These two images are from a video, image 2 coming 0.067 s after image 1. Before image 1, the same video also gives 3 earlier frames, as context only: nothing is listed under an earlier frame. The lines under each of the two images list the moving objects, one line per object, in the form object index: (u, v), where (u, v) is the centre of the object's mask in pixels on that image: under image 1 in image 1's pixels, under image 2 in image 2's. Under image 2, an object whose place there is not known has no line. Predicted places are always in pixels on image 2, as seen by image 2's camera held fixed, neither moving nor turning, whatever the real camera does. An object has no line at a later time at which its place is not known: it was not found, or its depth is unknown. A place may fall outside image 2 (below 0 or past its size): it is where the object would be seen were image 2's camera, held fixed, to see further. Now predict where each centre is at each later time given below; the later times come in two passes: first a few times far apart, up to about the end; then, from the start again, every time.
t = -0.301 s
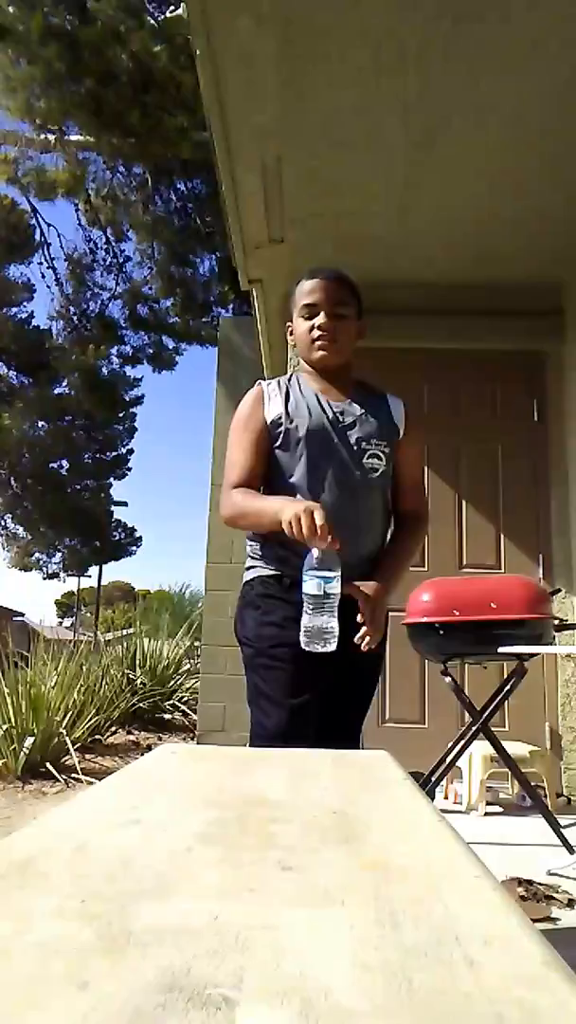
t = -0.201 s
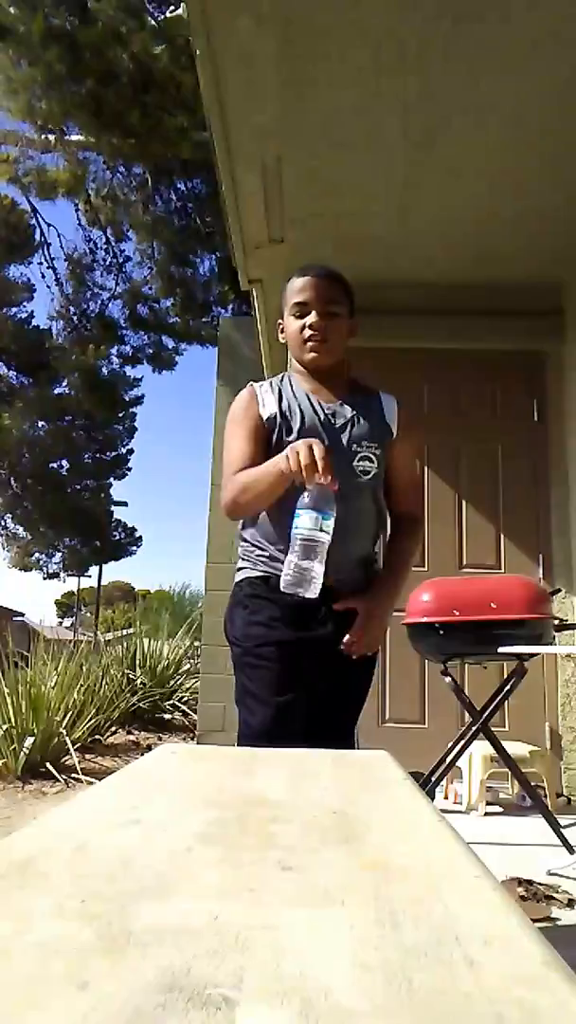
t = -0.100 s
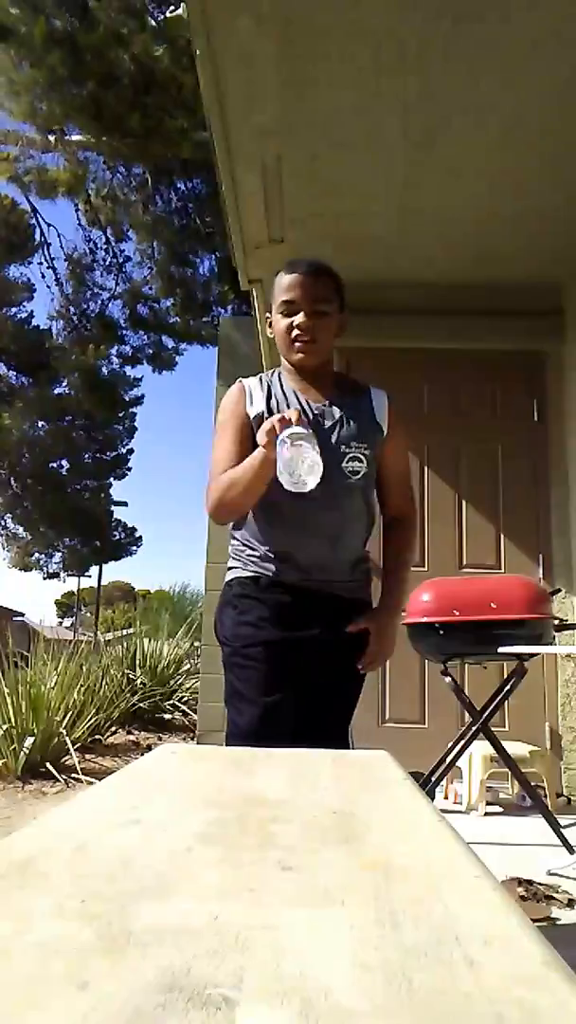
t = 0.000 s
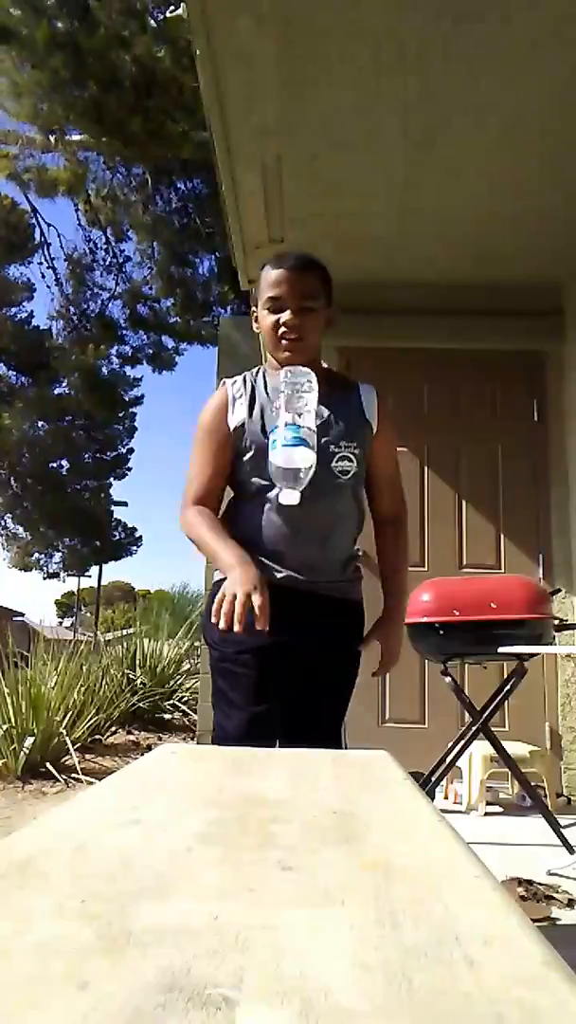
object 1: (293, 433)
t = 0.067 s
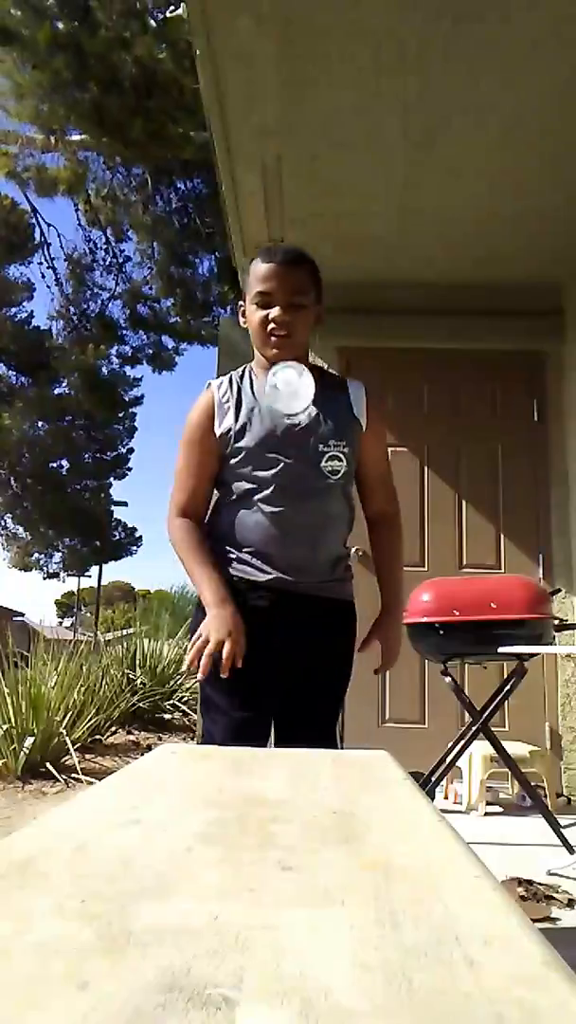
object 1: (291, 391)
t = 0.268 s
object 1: (260, 564)
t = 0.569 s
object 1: (220, 695)
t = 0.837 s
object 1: (220, 694)
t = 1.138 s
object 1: (220, 694)
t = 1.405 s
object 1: (220, 693)
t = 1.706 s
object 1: (220, 693)
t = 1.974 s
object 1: (220, 693)
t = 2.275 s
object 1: (220, 694)
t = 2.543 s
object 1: (220, 693)
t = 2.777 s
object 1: (220, 693)
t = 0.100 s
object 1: (286, 395)
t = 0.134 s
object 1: (282, 409)
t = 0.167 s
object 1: (277, 432)
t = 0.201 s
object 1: (272, 464)
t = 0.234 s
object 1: (266, 508)
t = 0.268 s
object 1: (260, 564)
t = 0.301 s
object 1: (253, 634)
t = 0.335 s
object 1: (246, 692)
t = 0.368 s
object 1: (240, 696)
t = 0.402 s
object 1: (236, 693)
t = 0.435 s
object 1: (229, 695)
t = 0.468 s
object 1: (222, 695)
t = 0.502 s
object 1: (219, 697)
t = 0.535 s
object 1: (220, 694)
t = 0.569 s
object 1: (220, 695)
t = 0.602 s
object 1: (219, 694)
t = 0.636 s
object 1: (220, 695)
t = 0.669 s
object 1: (221, 694)
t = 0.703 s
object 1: (220, 694)
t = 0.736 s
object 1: (219, 694)
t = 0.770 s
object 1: (220, 694)
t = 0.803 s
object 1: (220, 694)
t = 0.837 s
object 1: (220, 694)
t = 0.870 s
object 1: (220, 694)
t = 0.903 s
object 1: (220, 694)
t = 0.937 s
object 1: (220, 694)
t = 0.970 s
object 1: (220, 694)
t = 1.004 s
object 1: (220, 694)
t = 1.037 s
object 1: (220, 694)
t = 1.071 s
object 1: (220, 692)
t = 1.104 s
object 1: (220, 693)
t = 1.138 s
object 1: (220, 694)
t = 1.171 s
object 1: (220, 694)
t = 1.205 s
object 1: (220, 694)
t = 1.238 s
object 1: (220, 693)
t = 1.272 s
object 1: (220, 693)
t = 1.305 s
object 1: (220, 693)
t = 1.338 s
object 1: (220, 693)
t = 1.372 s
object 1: (220, 693)
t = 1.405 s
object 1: (220, 693)
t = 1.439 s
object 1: (220, 693)
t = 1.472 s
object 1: (220, 693)
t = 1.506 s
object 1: (220, 693)
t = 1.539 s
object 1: (220, 693)
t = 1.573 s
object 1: (220, 694)
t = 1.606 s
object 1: (220, 693)
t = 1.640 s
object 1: (220, 694)
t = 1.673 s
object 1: (220, 693)
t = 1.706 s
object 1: (220, 693)
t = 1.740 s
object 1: (219, 693)
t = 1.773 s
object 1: (220, 693)
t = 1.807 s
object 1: (220, 693)
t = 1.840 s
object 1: (219, 693)
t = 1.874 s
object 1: (220, 693)
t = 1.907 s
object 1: (219, 694)
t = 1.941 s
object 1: (220, 693)
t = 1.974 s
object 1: (220, 693)
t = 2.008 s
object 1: (220, 693)
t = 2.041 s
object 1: (220, 693)
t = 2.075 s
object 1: (220, 693)
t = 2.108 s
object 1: (220, 693)
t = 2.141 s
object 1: (220, 693)
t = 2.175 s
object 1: (220, 693)
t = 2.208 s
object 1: (220, 693)
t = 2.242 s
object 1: (220, 694)
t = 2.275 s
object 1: (220, 694)
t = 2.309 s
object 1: (220, 694)
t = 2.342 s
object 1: (220, 694)
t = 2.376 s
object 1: (220, 694)
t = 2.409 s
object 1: (220, 693)
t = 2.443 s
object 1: (220, 694)
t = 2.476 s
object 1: (220, 694)
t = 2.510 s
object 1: (220, 693)
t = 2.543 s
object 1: (220, 693)
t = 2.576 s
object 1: (220, 693)
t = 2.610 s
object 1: (220, 693)
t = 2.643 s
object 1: (220, 693)
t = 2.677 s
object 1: (220, 694)
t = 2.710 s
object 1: (220, 693)
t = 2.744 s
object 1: (220, 694)
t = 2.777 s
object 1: (220, 693)
